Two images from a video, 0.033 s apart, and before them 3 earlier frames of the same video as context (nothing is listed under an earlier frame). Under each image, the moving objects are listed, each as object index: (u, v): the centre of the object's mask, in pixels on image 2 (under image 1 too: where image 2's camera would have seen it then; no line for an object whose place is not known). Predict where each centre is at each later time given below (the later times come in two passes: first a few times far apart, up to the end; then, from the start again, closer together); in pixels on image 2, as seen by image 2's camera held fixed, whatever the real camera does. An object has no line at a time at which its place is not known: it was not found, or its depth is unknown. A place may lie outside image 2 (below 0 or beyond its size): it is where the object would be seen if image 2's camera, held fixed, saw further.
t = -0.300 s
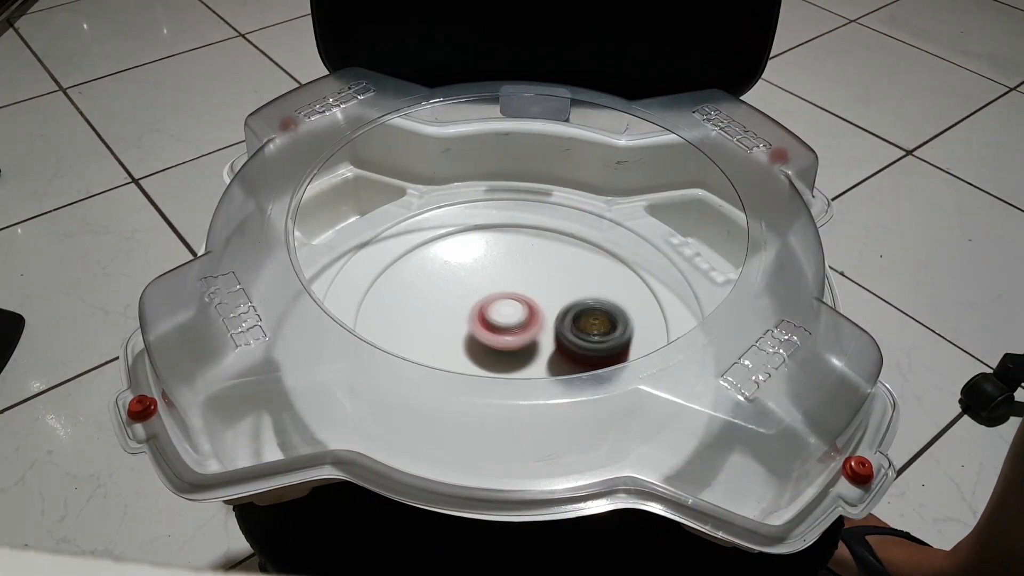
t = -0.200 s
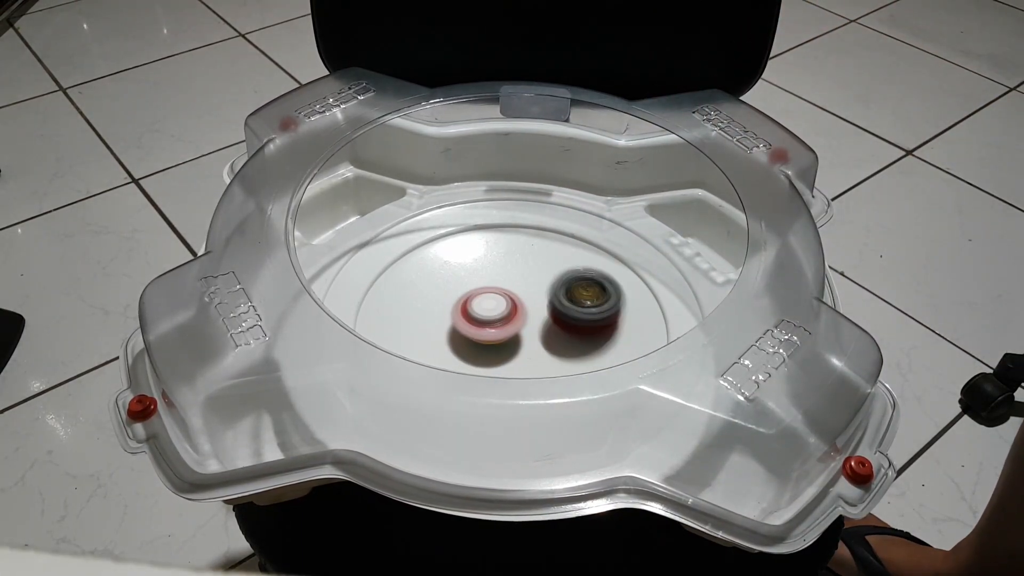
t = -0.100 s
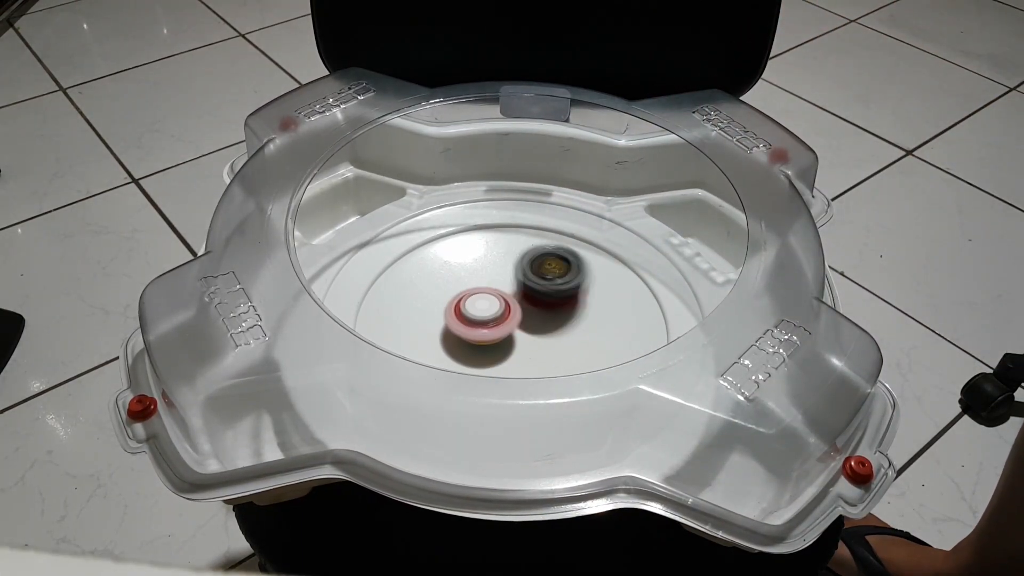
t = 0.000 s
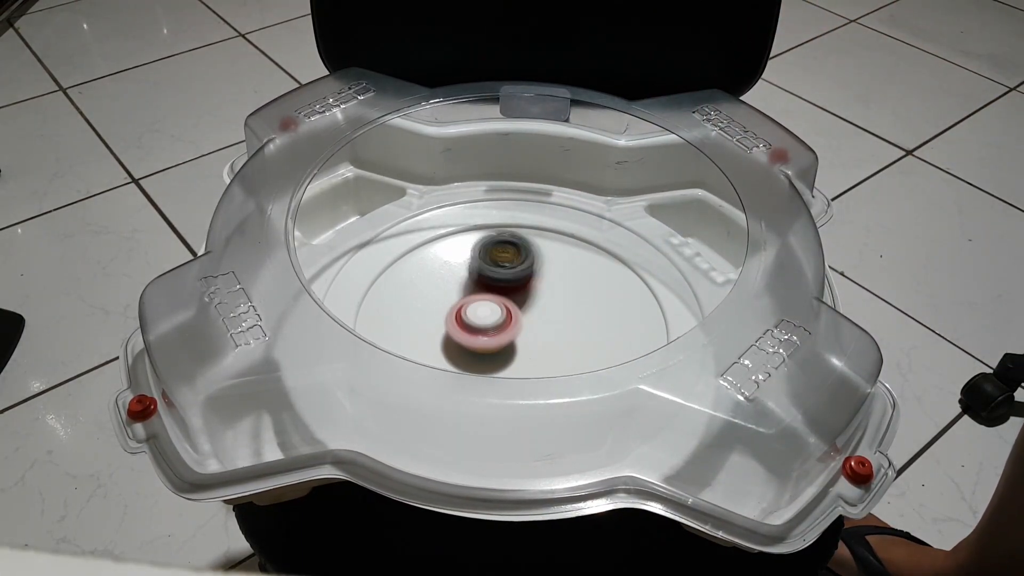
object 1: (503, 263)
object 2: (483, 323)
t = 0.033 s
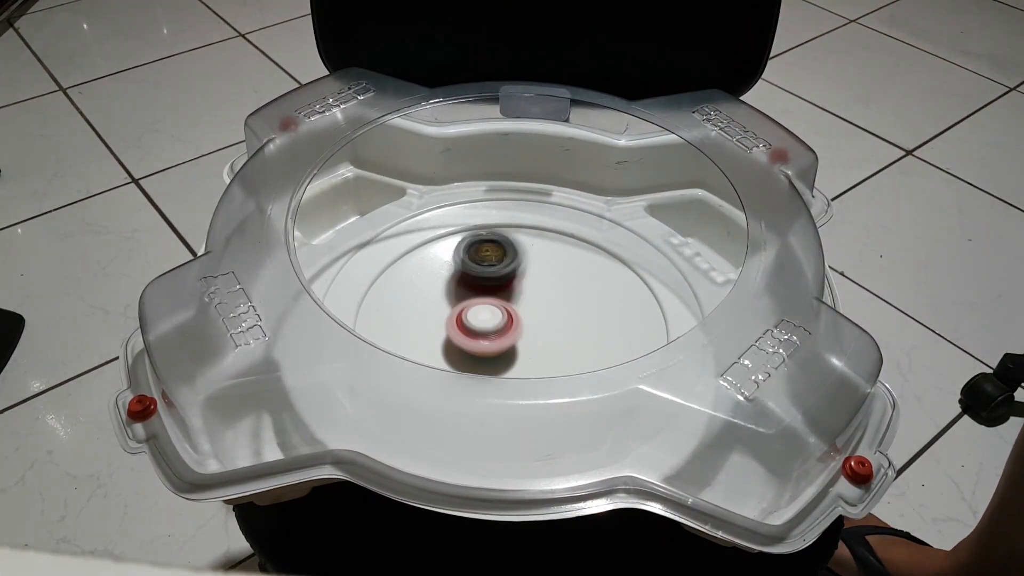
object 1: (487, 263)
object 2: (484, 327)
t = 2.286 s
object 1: (488, 366)
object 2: (526, 288)
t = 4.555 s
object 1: (573, 305)
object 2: (489, 341)
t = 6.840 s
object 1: (477, 337)
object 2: (530, 293)
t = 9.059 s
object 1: (527, 323)
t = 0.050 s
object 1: (479, 263)
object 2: (485, 328)
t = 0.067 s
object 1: (472, 264)
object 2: (486, 330)
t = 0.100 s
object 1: (458, 268)
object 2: (488, 334)
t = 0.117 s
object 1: (451, 271)
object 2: (490, 335)
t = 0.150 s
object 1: (440, 278)
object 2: (494, 338)
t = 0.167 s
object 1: (435, 282)
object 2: (496, 338)
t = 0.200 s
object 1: (428, 290)
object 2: (500, 340)
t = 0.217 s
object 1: (426, 295)
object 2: (502, 341)
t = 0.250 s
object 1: (423, 305)
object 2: (506, 342)
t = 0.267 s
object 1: (422, 310)
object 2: (508, 342)
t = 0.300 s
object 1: (424, 320)
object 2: (512, 342)
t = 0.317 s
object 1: (426, 327)
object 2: (513, 341)
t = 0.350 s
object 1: (433, 333)
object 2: (516, 340)
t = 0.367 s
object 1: (437, 336)
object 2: (517, 339)
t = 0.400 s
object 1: (445, 341)
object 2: (521, 338)
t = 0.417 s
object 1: (448, 343)
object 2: (524, 336)
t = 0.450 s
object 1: (453, 346)
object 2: (535, 333)
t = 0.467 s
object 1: (458, 348)
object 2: (540, 332)
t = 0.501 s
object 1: (467, 351)
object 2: (546, 328)
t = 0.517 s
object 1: (474, 352)
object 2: (548, 327)
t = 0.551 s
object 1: (489, 354)
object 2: (551, 324)
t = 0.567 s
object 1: (496, 355)
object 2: (551, 322)
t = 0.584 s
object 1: (503, 355)
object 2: (552, 320)
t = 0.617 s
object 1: (515, 355)
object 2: (552, 316)
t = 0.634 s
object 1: (518, 355)
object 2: (552, 312)
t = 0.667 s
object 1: (523, 357)
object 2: (555, 303)
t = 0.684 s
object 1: (526, 357)
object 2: (556, 298)
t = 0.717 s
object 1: (531, 357)
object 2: (557, 290)
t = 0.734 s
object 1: (533, 356)
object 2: (556, 287)
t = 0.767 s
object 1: (538, 355)
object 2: (555, 283)
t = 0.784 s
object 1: (540, 354)
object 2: (553, 282)
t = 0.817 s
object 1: (544, 351)
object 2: (550, 281)
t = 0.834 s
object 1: (545, 350)
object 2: (548, 281)
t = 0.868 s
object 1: (547, 348)
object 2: (545, 282)
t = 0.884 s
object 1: (548, 346)
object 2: (543, 283)
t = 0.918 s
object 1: (548, 344)
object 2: (539, 283)
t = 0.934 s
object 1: (548, 342)
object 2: (537, 284)
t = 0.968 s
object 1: (544, 343)
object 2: (534, 281)
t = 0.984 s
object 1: (542, 344)
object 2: (534, 278)
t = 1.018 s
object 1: (539, 346)
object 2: (531, 272)
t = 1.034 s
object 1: (538, 347)
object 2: (530, 270)
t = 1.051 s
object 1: (537, 348)
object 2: (528, 270)
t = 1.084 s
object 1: (536, 349)
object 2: (524, 269)
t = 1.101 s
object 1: (535, 349)
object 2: (522, 269)
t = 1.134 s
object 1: (534, 350)
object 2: (517, 271)
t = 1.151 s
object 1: (533, 351)
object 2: (515, 273)
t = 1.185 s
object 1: (532, 352)
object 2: (511, 276)
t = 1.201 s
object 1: (532, 352)
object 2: (509, 279)
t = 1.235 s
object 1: (531, 353)
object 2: (505, 283)
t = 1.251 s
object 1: (531, 353)
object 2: (503, 286)
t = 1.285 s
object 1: (530, 353)
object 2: (500, 290)
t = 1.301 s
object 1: (529, 353)
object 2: (499, 293)
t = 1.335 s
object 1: (528, 353)
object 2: (496, 297)
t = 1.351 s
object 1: (527, 353)
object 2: (495, 300)
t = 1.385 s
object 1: (525, 353)
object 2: (494, 303)
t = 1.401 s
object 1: (524, 353)
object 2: (493, 304)
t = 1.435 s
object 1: (522, 353)
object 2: (492, 306)
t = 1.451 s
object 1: (520, 353)
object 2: (493, 305)
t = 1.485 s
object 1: (518, 355)
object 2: (494, 305)
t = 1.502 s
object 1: (517, 355)
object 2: (494, 305)
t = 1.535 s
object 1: (515, 356)
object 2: (495, 305)
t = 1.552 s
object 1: (515, 356)
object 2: (496, 306)
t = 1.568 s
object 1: (514, 356)
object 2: (496, 306)
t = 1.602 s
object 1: (513, 356)
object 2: (497, 306)
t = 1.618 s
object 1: (512, 356)
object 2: (497, 307)
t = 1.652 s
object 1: (511, 356)
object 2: (498, 307)
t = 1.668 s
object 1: (511, 355)
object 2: (498, 307)
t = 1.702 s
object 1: (510, 355)
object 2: (499, 307)
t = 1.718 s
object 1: (509, 355)
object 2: (500, 306)
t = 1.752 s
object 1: (508, 355)
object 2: (502, 305)
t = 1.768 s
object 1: (507, 356)
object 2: (503, 305)
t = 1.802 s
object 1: (506, 356)
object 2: (504, 305)
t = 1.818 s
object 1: (505, 355)
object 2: (504, 305)
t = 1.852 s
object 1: (503, 355)
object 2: (505, 305)
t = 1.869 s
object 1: (503, 354)
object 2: (506, 305)
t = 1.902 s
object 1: (501, 354)
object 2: (506, 305)
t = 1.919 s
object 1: (499, 354)
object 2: (508, 304)
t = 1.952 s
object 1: (489, 358)
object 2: (516, 296)
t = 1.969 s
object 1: (486, 360)
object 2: (520, 291)
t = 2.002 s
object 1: (482, 362)
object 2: (527, 282)
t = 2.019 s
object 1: (481, 363)
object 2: (530, 279)
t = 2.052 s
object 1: (479, 364)
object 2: (534, 274)
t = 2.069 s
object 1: (479, 364)
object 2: (536, 272)
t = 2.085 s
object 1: (478, 365)
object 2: (536, 271)
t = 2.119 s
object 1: (480, 366)
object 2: (537, 271)
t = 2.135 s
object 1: (480, 366)
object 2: (537, 271)
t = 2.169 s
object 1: (482, 366)
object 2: (536, 273)
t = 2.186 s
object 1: (483, 367)
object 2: (535, 274)
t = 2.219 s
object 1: (484, 367)
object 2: (532, 278)
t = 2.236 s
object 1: (485, 367)
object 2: (531, 281)
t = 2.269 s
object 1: (487, 366)
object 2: (527, 286)
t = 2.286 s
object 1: (488, 366)
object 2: (526, 288)
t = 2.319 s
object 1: (490, 365)
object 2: (522, 294)
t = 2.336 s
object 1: (490, 364)
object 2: (520, 296)
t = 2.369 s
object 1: (491, 362)
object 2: (517, 302)
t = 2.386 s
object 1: (491, 361)
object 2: (515, 304)
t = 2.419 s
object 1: (492, 359)
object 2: (512, 309)
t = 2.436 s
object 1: (492, 357)
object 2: (511, 310)
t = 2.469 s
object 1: (489, 354)
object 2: (512, 311)
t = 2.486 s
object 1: (485, 354)
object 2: (514, 311)
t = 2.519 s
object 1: (475, 354)
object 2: (521, 308)
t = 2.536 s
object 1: (471, 353)
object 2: (523, 306)
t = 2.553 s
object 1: (468, 353)
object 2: (526, 305)
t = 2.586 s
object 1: (461, 353)
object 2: (529, 304)
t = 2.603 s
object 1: (459, 353)
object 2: (530, 303)
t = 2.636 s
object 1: (454, 352)
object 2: (531, 304)
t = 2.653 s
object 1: (452, 352)
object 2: (531, 304)
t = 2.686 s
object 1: (448, 351)
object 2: (532, 305)
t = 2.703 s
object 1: (446, 350)
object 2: (532, 306)
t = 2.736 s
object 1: (444, 349)
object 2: (532, 307)
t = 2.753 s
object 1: (443, 349)
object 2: (532, 308)
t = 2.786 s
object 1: (442, 348)
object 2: (531, 309)
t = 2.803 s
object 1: (441, 348)
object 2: (531, 310)
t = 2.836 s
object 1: (441, 347)
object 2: (531, 311)
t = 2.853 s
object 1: (442, 346)
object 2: (530, 312)
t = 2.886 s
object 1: (442, 345)
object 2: (530, 313)
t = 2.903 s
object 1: (443, 344)
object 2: (530, 314)
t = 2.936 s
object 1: (444, 342)
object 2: (529, 315)
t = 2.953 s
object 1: (445, 341)
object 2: (529, 316)
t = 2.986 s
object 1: (446, 339)
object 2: (529, 317)
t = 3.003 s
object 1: (446, 338)
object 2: (529, 318)
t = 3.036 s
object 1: (447, 336)
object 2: (529, 319)
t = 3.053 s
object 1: (448, 335)
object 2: (529, 320)
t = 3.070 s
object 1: (448, 331)
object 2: (528, 320)
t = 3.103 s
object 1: (450, 325)
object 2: (528, 322)
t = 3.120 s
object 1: (451, 323)
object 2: (528, 322)
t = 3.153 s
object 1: (451, 318)
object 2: (529, 323)
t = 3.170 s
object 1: (451, 315)
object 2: (531, 324)
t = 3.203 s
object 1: (450, 310)
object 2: (533, 325)
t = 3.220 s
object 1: (449, 308)
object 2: (534, 326)
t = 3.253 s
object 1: (449, 304)
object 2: (534, 327)
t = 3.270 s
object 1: (449, 302)
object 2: (535, 328)
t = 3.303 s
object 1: (449, 298)
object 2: (534, 329)
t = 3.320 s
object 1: (449, 296)
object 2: (534, 329)
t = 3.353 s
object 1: (449, 293)
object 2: (533, 330)
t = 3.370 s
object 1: (449, 292)
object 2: (533, 331)
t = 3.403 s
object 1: (449, 289)
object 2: (531, 331)
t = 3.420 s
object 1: (450, 288)
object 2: (531, 332)
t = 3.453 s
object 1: (451, 285)
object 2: (529, 332)
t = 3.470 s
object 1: (451, 284)
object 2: (529, 333)
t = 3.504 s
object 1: (453, 282)
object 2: (527, 333)
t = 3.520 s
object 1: (454, 282)
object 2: (526, 334)
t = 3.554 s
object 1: (456, 280)
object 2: (525, 334)
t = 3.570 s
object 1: (458, 280)
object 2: (524, 335)
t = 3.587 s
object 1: (459, 280)
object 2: (524, 335)
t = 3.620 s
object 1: (463, 279)
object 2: (522, 336)
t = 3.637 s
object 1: (464, 279)
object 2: (522, 336)
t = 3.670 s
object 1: (468, 279)
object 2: (520, 337)
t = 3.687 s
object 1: (471, 280)
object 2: (519, 337)
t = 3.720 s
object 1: (476, 280)
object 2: (519, 337)
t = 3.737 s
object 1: (478, 280)
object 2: (518, 337)
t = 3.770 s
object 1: (484, 280)
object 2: (517, 338)
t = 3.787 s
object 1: (487, 280)
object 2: (517, 338)
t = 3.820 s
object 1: (493, 280)
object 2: (517, 338)
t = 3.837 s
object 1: (496, 280)
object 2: (516, 338)
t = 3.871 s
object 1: (502, 280)
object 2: (516, 340)
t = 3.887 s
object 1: (505, 279)
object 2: (516, 341)
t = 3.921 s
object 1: (511, 279)
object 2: (516, 342)
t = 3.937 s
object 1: (514, 278)
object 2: (515, 343)
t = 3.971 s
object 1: (519, 278)
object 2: (515, 344)
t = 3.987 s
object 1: (522, 278)
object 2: (515, 344)
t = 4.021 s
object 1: (527, 277)
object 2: (515, 345)
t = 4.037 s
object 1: (529, 277)
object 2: (515, 345)
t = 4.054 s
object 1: (531, 277)
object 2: (515, 345)
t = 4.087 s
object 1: (535, 278)
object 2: (514, 345)
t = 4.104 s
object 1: (537, 278)
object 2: (514, 344)
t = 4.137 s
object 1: (541, 278)
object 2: (513, 344)
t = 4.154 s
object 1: (543, 279)
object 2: (513, 344)
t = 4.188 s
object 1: (546, 280)
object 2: (512, 343)
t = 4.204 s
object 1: (547, 280)
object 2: (512, 343)
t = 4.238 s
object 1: (550, 282)
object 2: (511, 342)
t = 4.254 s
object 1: (551, 282)
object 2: (510, 342)
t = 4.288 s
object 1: (553, 284)
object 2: (509, 342)
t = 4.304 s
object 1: (555, 285)
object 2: (508, 342)
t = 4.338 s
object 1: (557, 288)
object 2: (507, 341)
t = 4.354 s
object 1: (558, 289)
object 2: (507, 341)
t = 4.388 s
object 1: (560, 292)
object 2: (506, 340)
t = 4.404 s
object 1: (561, 293)
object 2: (505, 340)
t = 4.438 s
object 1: (562, 296)
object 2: (504, 340)
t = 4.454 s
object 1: (563, 297)
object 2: (503, 340)
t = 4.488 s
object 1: (564, 301)
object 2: (502, 339)
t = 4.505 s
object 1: (566, 303)
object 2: (499, 340)
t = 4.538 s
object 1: (571, 304)
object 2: (492, 341)
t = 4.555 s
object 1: (573, 305)
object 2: (489, 341)
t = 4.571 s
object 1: (575, 306)
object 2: (487, 341)
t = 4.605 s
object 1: (578, 307)
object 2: (485, 342)
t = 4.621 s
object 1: (579, 309)
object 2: (484, 342)
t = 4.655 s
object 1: (581, 310)
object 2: (482, 342)
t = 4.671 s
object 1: (581, 310)
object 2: (482, 342)
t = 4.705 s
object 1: (582, 312)
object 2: (481, 342)
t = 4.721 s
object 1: (582, 313)
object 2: (481, 342)
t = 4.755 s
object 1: (582, 314)
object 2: (481, 342)
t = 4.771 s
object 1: (581, 315)
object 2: (481, 342)
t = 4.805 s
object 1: (579, 317)
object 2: (480, 342)
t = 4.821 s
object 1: (578, 318)
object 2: (480, 342)
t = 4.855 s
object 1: (575, 320)
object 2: (480, 342)
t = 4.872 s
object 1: (574, 322)
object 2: (480, 342)
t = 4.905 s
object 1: (570, 325)
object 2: (480, 341)
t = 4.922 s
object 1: (568, 326)
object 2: (480, 341)
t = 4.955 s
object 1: (563, 329)
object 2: (480, 341)
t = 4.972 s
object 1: (561, 331)
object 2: (479, 340)
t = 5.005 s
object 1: (559, 334)
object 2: (476, 339)
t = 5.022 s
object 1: (558, 336)
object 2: (475, 339)
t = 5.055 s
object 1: (555, 340)
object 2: (473, 338)
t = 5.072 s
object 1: (555, 341)
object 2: (472, 338)
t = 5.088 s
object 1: (558, 343)
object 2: (466, 336)
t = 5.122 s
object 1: (567, 345)
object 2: (452, 330)
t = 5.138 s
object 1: (569, 346)
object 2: (447, 328)
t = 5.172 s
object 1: (572, 346)
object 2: (439, 323)
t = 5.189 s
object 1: (574, 347)
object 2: (437, 322)
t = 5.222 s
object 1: (576, 347)
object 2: (434, 319)
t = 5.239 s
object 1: (577, 348)
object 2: (434, 319)
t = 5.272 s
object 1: (578, 348)
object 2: (434, 319)
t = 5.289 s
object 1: (579, 348)
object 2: (435, 319)
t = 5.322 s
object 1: (579, 348)
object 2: (436, 320)
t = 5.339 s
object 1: (578, 349)
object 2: (437, 320)
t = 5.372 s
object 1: (576, 349)
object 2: (440, 321)
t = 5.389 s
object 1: (575, 349)
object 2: (442, 322)
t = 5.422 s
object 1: (571, 348)
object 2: (445, 323)
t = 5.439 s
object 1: (569, 348)
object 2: (446, 323)
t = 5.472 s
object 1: (564, 348)
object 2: (450, 324)
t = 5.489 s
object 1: (561, 348)
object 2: (452, 324)
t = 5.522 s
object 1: (554, 348)
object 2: (455, 324)
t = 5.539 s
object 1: (550, 348)
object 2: (456, 324)
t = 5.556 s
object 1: (547, 348)
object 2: (458, 324)
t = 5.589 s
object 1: (539, 347)
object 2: (461, 324)
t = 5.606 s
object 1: (535, 347)
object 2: (462, 324)
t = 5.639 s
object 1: (530, 347)
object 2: (460, 321)
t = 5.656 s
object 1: (529, 348)
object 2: (460, 319)
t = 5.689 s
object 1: (525, 349)
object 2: (459, 315)
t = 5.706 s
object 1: (524, 349)
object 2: (459, 314)
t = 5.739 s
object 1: (521, 350)
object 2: (460, 312)
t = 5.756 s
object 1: (519, 350)
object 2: (460, 312)
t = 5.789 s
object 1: (516, 351)
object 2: (461, 311)
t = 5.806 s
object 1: (514, 351)
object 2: (462, 310)
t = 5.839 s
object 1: (511, 351)
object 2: (463, 309)
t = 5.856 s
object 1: (510, 351)
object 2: (464, 308)
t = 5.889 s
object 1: (508, 352)
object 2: (467, 305)
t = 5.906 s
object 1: (508, 353)
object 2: (468, 305)
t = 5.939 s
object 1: (507, 354)
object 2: (471, 304)
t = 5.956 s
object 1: (507, 355)
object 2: (472, 304)
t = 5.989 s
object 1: (507, 355)
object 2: (473, 304)
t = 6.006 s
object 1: (507, 356)
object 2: (474, 304)
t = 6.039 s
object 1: (507, 356)
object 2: (476, 304)
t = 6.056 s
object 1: (507, 356)
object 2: (477, 304)
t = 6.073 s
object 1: (507, 356)
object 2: (478, 304)
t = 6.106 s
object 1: (507, 356)
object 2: (479, 304)
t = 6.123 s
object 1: (507, 355)
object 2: (480, 304)
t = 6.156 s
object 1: (507, 355)
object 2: (482, 303)
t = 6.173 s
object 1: (506, 354)
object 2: (483, 303)
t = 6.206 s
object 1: (506, 353)
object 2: (485, 302)
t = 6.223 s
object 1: (505, 352)
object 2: (485, 302)
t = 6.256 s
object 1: (504, 351)
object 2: (487, 301)
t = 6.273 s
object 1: (503, 350)
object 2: (488, 300)
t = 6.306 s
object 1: (501, 349)
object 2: (492, 296)
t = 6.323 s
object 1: (500, 349)
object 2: (494, 295)
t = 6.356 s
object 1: (498, 348)
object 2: (497, 293)
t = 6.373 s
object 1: (497, 347)
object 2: (498, 293)
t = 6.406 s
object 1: (495, 346)
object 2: (501, 291)
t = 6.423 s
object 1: (492, 346)
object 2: (503, 289)
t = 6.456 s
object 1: (489, 347)
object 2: (507, 287)
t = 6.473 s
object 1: (488, 347)
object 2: (509, 286)
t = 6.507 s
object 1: (486, 347)
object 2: (512, 286)
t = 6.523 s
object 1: (486, 346)
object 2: (513, 286)
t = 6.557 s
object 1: (484, 346)
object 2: (514, 286)
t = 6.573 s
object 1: (484, 346)
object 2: (515, 286)
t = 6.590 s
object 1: (484, 346)
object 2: (515, 286)
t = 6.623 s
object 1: (483, 345)
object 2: (516, 287)
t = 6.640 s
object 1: (482, 345)
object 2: (517, 288)
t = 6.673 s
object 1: (482, 344)
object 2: (518, 289)
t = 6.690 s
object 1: (482, 343)
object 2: (519, 289)
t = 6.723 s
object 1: (481, 341)
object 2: (520, 290)
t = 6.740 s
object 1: (481, 340)
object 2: (521, 291)
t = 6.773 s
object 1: (481, 339)
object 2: (523, 292)
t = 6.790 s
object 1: (481, 338)
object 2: (524, 293)
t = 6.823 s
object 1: (478, 335)
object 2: (529, 293)
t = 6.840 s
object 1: (477, 337)
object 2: (530, 293)
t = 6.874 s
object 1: (475, 334)
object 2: (533, 294)
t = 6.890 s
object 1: (474, 335)
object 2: (534, 295)
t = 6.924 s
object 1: (473, 333)
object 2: (536, 295)
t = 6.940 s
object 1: (472, 332)
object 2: (536, 296)
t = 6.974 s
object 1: (472, 331)
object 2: (537, 296)
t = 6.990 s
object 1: (472, 331)
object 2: (537, 297)
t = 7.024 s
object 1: (472, 330)
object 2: (538, 298)
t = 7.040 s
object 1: (473, 329)
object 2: (538, 298)
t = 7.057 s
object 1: (473, 328)
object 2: (538, 299)
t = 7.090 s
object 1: (474, 327)
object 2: (539, 300)
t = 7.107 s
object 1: (475, 326)
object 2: (539, 301)
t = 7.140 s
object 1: (474, 324)
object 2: (541, 302)
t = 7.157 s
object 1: (474, 324)
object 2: (542, 303)
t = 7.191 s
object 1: (475, 323)
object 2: (543, 303)
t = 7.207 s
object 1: (476, 322)
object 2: (544, 304)
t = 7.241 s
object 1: (477, 321)
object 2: (546, 305)
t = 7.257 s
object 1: (477, 321)
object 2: (548, 305)
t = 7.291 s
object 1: (480, 319)
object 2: (551, 306)
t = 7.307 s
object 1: (481, 318)
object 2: (552, 307)
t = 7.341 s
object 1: (483, 317)
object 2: (556, 308)
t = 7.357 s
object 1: (484, 316)
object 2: (558, 309)
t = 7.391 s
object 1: (486, 313)
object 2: (562, 310)
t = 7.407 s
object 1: (487, 312)
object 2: (566, 312)
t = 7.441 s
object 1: (490, 310)
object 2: (569, 313)
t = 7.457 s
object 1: (491, 309)
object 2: (570, 314)
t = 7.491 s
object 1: (494, 307)
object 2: (570, 316)
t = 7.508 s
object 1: (496, 306)
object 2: (570, 316)
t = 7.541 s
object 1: (498, 304)
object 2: (570, 318)
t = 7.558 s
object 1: (497, 302)
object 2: (571, 319)
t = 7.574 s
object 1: (497, 301)
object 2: (572, 320)
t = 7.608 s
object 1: (495, 298)
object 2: (572, 322)
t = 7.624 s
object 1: (495, 297)
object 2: (572, 323)
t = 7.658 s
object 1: (494, 295)
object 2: (570, 324)
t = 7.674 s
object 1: (493, 295)
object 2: (569, 324)
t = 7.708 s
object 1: (493, 294)
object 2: (566, 325)
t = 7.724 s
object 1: (492, 294)
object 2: (565, 326)
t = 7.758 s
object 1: (492, 294)
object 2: (562, 327)
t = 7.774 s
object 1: (492, 294)
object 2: (560, 328)
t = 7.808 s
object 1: (492, 294)
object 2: (556, 329)
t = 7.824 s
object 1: (492, 294)
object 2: (554, 330)
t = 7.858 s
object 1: (492, 294)
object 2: (551, 331)
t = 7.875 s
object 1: (491, 294)
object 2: (550, 332)
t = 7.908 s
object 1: (491, 294)
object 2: (549, 336)
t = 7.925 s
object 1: (491, 295)
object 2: (548, 338)
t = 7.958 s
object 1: (492, 297)
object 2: (547, 340)
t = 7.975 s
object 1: (492, 298)
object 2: (545, 342)
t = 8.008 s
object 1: (493, 300)
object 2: (543, 345)
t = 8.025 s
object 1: (493, 301)
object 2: (543, 348)
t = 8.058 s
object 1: (493, 301)
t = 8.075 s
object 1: (493, 302)
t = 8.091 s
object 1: (494, 303)
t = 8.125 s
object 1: (496, 306)
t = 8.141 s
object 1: (496, 308)
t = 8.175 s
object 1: (498, 310)
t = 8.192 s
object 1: (498, 312)
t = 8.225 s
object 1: (500, 314)
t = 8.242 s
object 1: (501, 314)
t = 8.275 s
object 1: (503, 315)
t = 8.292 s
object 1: (504, 315)
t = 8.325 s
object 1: (506, 316)
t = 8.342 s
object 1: (507, 318)
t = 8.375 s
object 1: (509, 321)
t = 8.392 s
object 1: (510, 322)
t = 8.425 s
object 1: (512, 325)
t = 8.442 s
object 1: (513, 327)
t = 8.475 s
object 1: (515, 329)
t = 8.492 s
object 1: (517, 331)
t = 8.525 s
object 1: (520, 332)
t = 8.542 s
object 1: (522, 334)
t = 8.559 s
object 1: (524, 334)
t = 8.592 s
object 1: (527, 333)
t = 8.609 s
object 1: (528, 334)
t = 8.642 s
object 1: (530, 333)
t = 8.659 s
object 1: (531, 333)
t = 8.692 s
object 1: (533, 333)
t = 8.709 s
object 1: (534, 332)
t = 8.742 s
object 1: (535, 332)
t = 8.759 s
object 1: (535, 331)
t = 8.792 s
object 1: (536, 331)
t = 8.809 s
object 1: (536, 330)
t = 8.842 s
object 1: (536, 329)
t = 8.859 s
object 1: (536, 329)
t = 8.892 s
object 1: (535, 328)
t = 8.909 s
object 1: (535, 328)
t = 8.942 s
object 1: (534, 327)
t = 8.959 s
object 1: (533, 326)
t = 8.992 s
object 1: (531, 325)
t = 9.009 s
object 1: (530, 325)
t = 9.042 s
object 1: (528, 323)
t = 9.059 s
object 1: (527, 323)
